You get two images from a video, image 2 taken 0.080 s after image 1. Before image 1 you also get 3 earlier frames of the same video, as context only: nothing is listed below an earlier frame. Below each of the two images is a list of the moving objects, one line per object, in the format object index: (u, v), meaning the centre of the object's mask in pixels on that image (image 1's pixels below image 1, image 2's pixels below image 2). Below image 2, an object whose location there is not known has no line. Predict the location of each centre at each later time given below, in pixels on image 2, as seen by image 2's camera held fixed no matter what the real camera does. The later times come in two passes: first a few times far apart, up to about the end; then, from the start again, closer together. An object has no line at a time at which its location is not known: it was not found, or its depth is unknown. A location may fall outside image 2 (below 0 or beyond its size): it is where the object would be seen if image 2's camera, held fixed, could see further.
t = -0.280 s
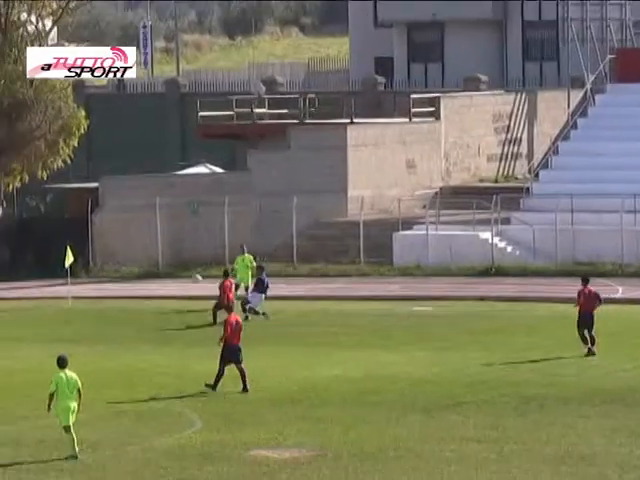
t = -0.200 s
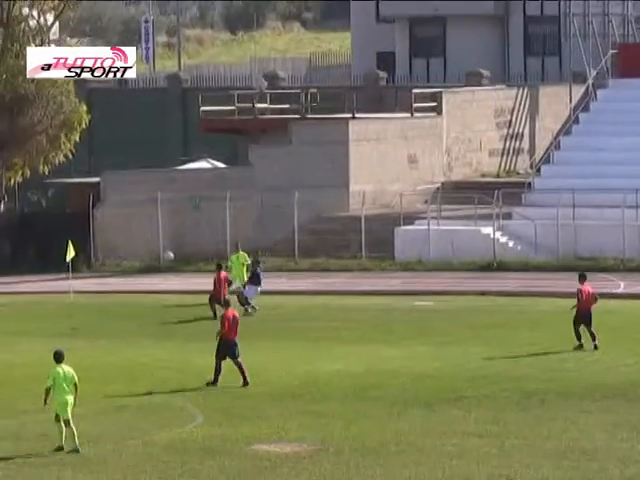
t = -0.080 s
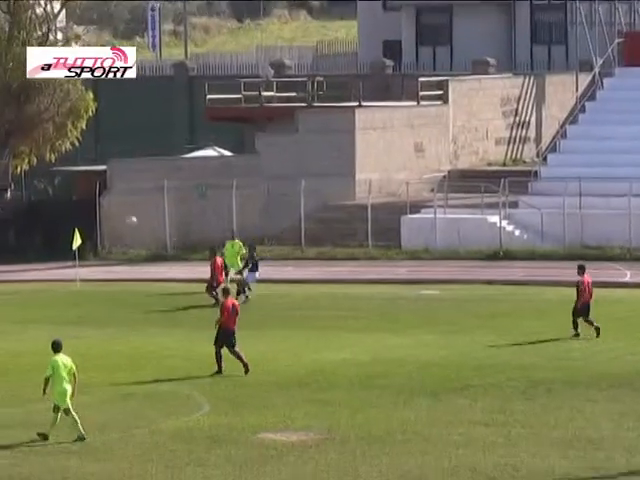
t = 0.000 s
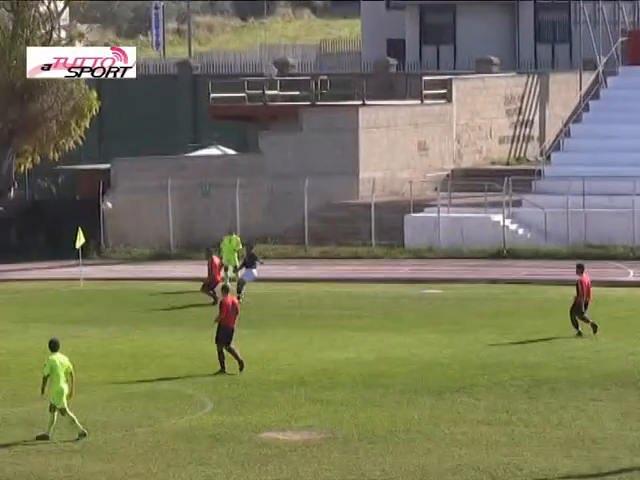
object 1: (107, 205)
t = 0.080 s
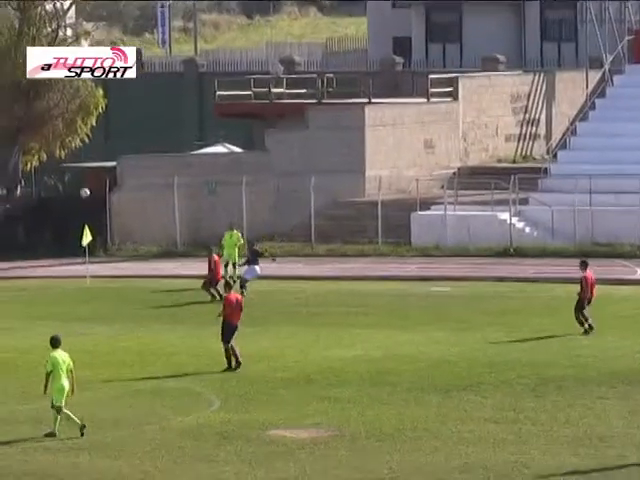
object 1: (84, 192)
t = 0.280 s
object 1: (18, 172)
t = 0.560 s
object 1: (-76, 164)
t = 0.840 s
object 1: (-170, 186)
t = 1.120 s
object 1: (-265, 238)
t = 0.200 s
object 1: (44, 179)
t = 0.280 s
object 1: (18, 172)
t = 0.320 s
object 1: (5, 169)
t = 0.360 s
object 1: (-9, 166)
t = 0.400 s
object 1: (-22, 164)
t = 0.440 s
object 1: (-36, 164)
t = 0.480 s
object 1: (-49, 163)
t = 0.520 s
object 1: (-62, 163)
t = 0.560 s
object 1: (-76, 164)
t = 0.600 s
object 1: (-91, 165)
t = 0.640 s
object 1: (-103, 165)
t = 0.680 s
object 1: (-116, 169)
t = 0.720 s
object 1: (-130, 172)
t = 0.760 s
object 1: (-143, 176)
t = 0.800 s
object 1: (-157, 181)
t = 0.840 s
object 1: (-170, 186)
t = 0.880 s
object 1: (-184, 191)
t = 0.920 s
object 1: (-197, 197)
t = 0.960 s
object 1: (-211, 203)
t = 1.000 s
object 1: (-224, 210)
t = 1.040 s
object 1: (-238, 220)
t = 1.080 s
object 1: (-252, 229)
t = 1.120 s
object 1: (-265, 238)
